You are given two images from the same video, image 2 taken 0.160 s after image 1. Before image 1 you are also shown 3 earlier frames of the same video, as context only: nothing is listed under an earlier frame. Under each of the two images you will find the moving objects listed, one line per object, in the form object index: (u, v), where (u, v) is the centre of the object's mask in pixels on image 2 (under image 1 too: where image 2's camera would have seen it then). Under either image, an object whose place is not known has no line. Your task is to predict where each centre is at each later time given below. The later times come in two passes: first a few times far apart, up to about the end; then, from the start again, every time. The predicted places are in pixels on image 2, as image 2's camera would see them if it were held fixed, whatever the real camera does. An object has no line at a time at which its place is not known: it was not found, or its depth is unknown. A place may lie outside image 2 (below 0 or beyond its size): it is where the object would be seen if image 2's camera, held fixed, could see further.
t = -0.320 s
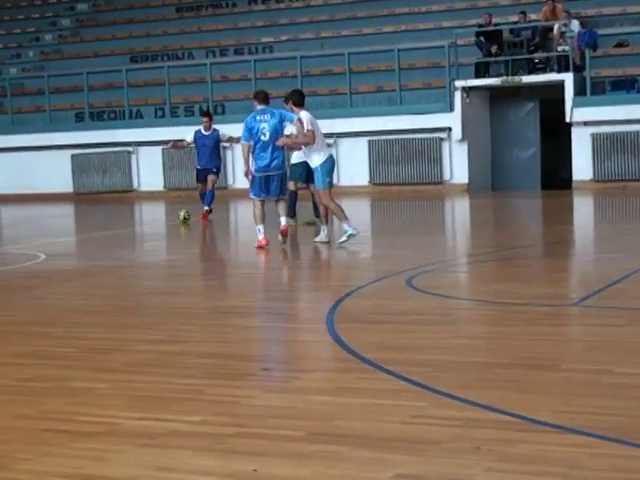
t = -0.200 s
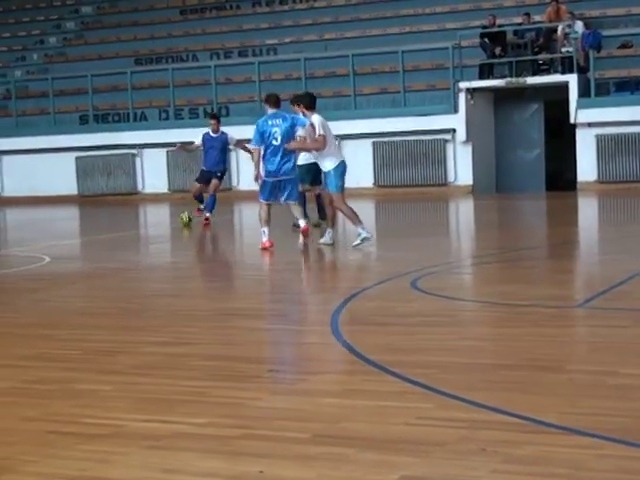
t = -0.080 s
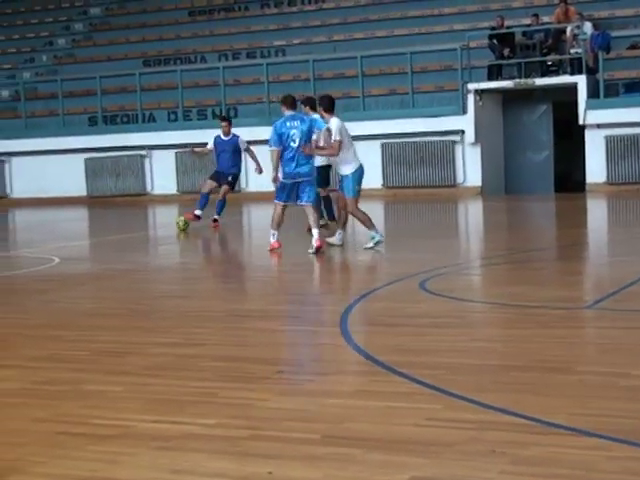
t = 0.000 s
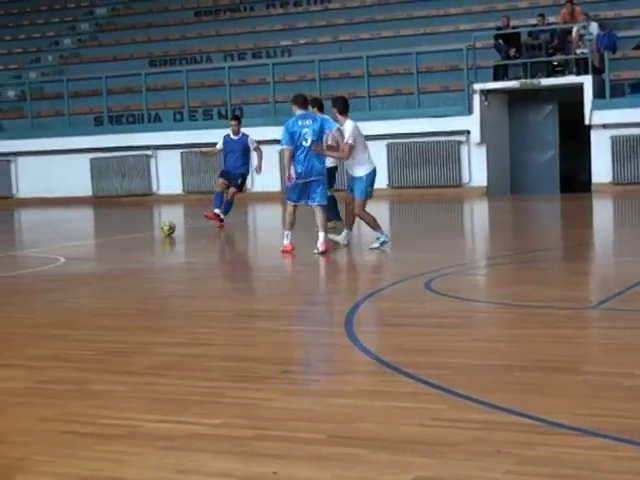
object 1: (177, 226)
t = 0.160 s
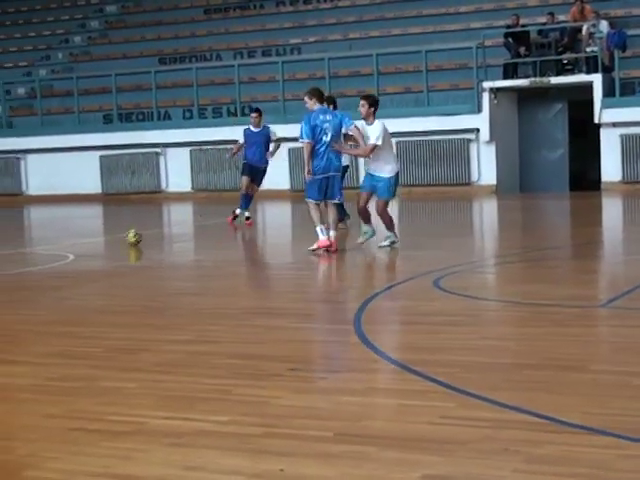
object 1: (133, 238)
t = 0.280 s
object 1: (98, 249)
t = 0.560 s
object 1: (1, 274)
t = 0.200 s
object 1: (121, 241)
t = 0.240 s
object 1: (110, 244)
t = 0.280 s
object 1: (98, 249)
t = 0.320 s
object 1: (84, 252)
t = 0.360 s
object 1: (71, 255)
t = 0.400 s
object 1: (59, 258)
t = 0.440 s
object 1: (43, 263)
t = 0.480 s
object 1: (29, 266)
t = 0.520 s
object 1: (15, 269)
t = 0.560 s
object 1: (1, 274)
